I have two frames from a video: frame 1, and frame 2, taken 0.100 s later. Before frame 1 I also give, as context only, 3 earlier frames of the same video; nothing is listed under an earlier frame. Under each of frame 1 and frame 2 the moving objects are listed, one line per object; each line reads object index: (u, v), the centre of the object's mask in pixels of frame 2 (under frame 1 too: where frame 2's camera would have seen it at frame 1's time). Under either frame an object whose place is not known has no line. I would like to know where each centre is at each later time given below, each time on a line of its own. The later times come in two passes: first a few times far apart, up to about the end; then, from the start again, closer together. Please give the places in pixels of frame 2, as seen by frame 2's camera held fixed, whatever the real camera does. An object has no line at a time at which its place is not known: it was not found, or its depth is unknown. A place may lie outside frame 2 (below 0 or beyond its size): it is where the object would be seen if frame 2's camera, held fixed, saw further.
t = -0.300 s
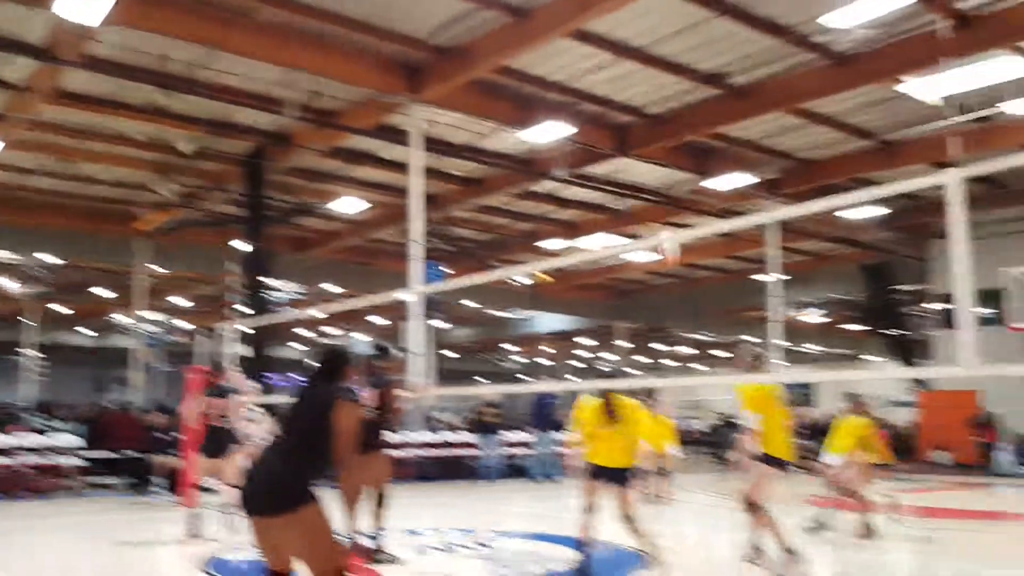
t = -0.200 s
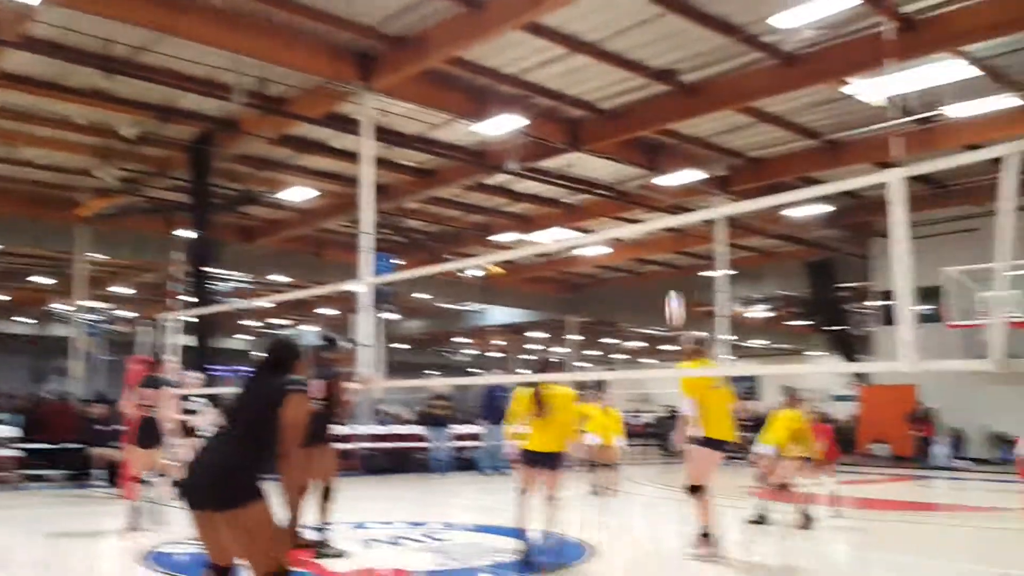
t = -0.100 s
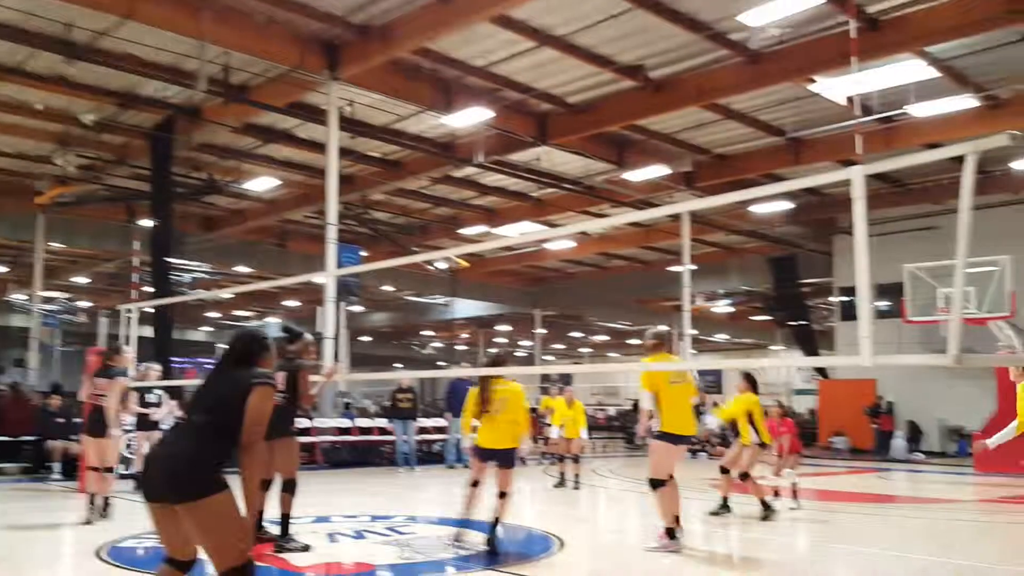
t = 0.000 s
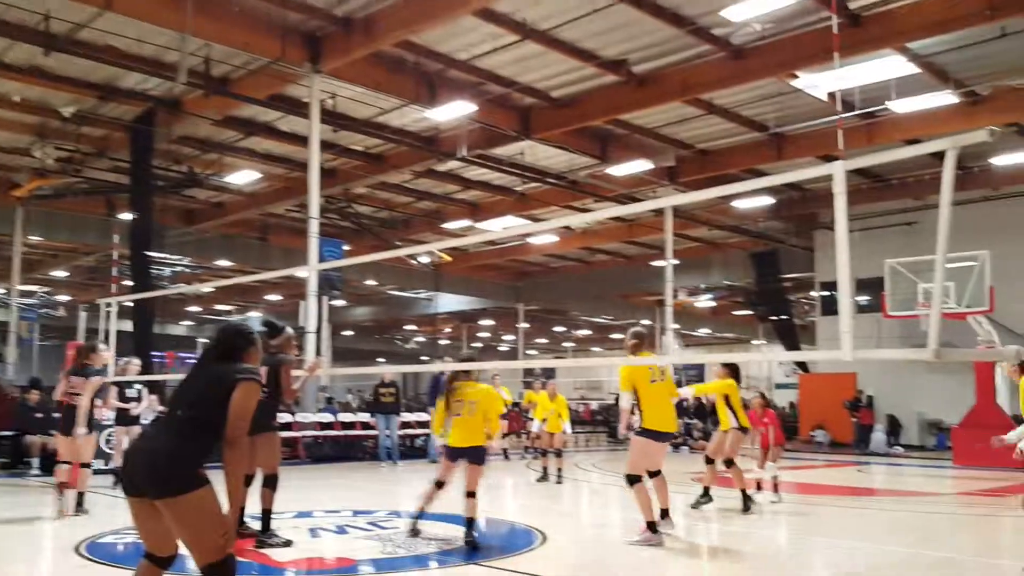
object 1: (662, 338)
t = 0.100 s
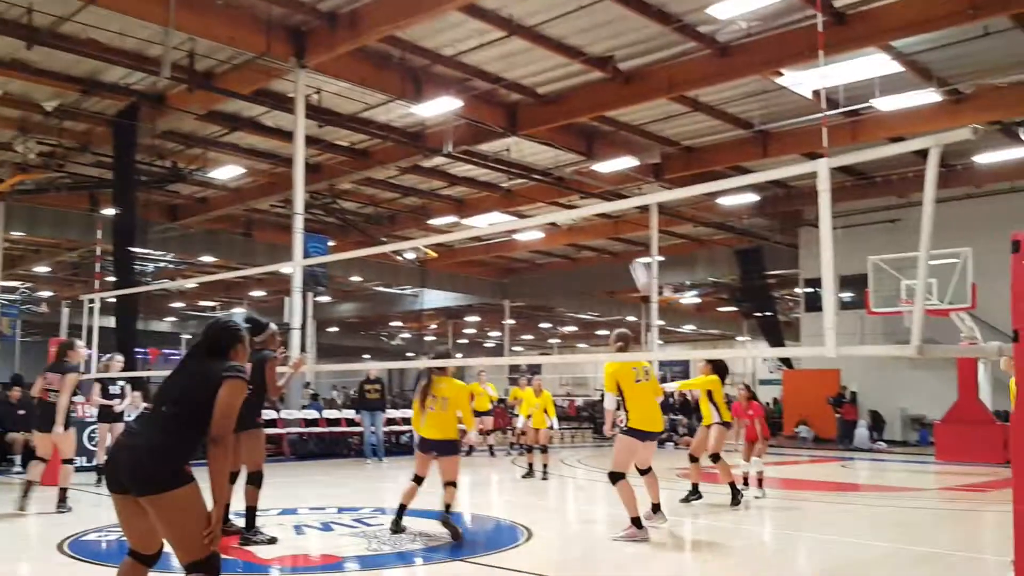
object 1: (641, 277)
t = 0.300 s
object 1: (603, 155)
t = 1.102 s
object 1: (448, 51)
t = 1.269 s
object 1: (410, 104)
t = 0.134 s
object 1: (636, 255)
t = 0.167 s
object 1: (629, 235)
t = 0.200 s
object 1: (624, 219)
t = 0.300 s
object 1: (603, 155)
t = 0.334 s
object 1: (599, 146)
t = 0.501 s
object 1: (571, 80)
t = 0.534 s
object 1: (566, 71)
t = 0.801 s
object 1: (514, 22)
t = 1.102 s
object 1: (448, 51)
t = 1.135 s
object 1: (441, 60)
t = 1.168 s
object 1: (433, 70)
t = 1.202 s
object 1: (426, 82)
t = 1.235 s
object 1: (418, 92)
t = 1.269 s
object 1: (410, 104)
